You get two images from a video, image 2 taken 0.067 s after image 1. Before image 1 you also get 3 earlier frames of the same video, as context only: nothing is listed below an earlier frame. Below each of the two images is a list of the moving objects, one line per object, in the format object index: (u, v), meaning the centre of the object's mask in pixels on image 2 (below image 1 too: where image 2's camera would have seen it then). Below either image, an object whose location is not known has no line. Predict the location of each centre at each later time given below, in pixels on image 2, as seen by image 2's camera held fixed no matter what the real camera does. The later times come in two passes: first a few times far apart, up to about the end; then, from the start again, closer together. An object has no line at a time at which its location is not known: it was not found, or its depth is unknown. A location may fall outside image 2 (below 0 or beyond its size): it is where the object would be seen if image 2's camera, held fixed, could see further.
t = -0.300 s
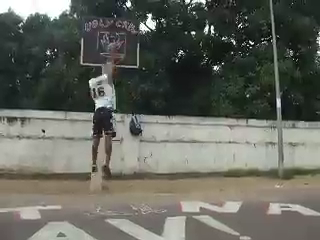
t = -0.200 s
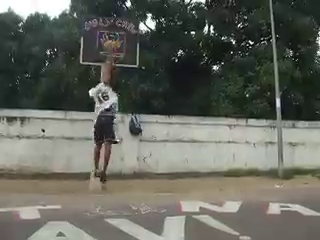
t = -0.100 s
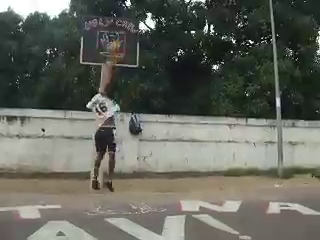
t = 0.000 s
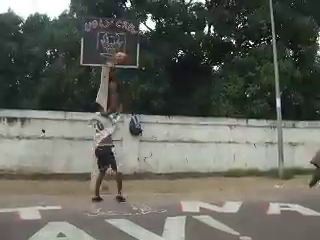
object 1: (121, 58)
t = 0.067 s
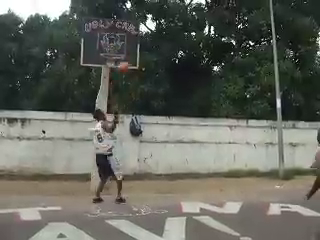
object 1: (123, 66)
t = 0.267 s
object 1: (135, 108)
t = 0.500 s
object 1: (148, 187)
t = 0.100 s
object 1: (125, 72)
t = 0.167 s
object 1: (130, 84)
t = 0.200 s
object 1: (131, 91)
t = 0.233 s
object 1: (133, 99)
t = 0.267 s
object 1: (135, 108)
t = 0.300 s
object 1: (137, 117)
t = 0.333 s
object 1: (138, 128)
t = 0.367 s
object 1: (140, 138)
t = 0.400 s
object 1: (142, 150)
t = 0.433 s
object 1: (144, 162)
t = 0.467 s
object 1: (146, 172)
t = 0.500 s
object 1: (148, 187)
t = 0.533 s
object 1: (150, 201)
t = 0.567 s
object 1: (151, 190)
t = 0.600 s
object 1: (152, 180)
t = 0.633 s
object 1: (156, 166)
